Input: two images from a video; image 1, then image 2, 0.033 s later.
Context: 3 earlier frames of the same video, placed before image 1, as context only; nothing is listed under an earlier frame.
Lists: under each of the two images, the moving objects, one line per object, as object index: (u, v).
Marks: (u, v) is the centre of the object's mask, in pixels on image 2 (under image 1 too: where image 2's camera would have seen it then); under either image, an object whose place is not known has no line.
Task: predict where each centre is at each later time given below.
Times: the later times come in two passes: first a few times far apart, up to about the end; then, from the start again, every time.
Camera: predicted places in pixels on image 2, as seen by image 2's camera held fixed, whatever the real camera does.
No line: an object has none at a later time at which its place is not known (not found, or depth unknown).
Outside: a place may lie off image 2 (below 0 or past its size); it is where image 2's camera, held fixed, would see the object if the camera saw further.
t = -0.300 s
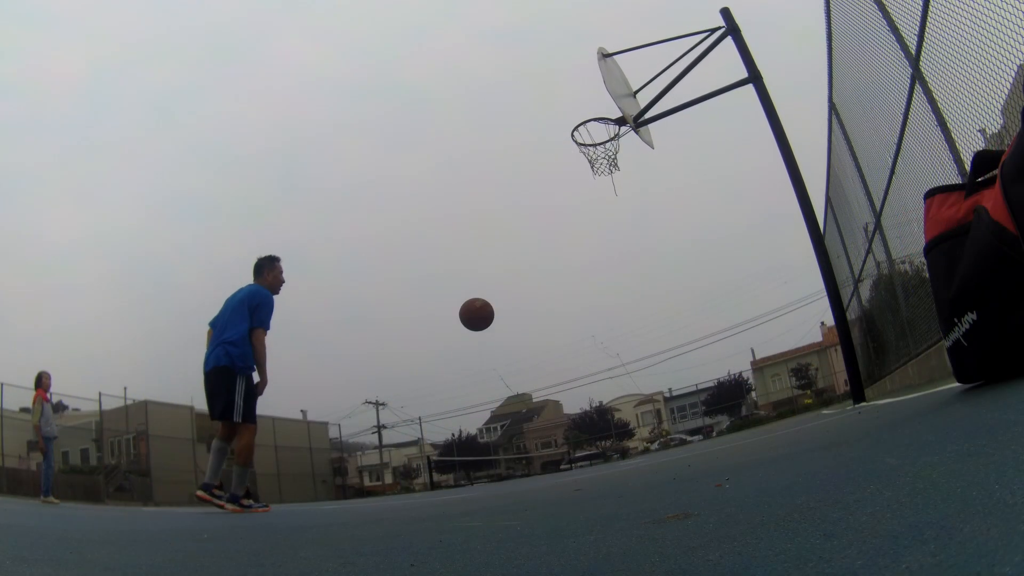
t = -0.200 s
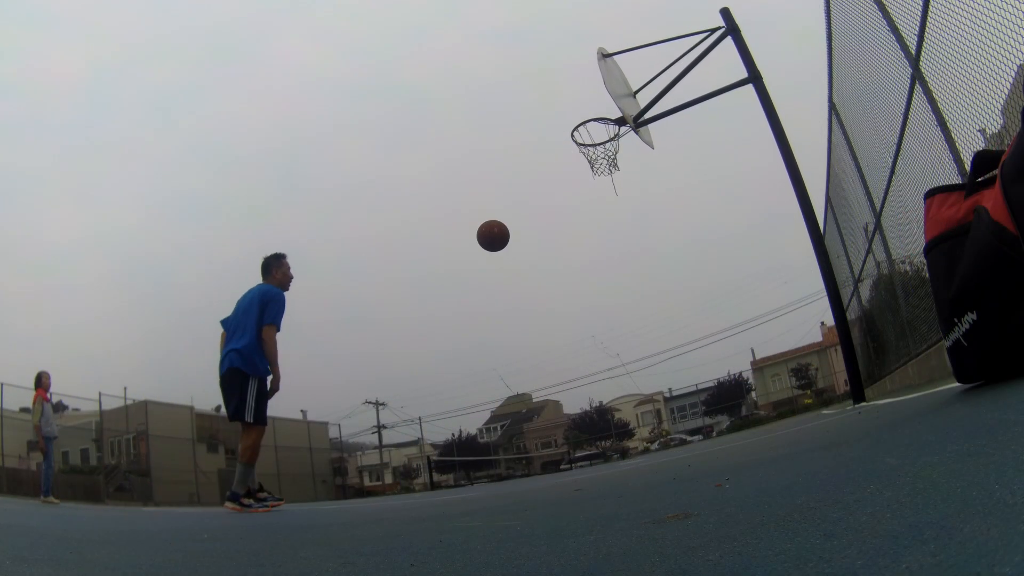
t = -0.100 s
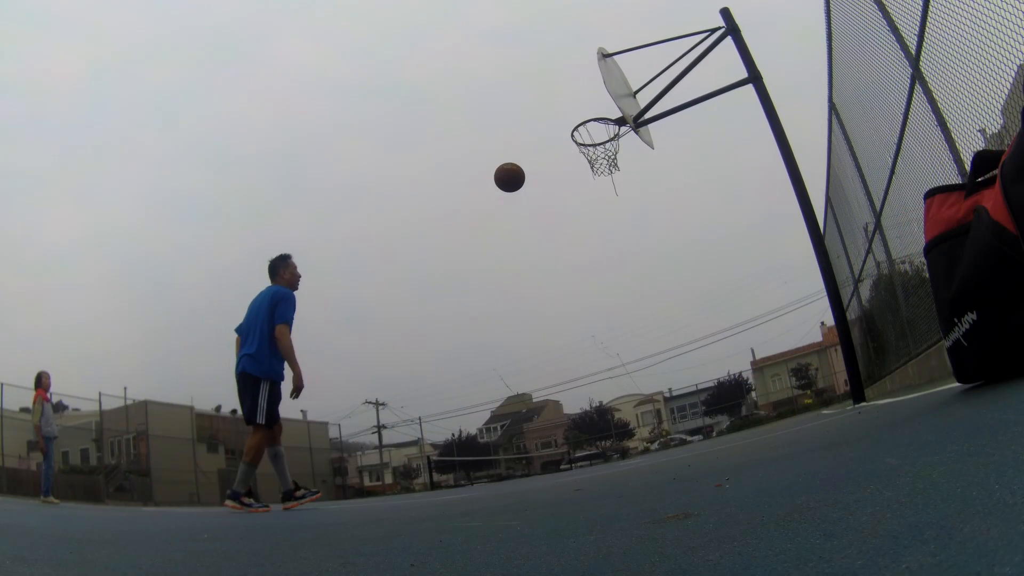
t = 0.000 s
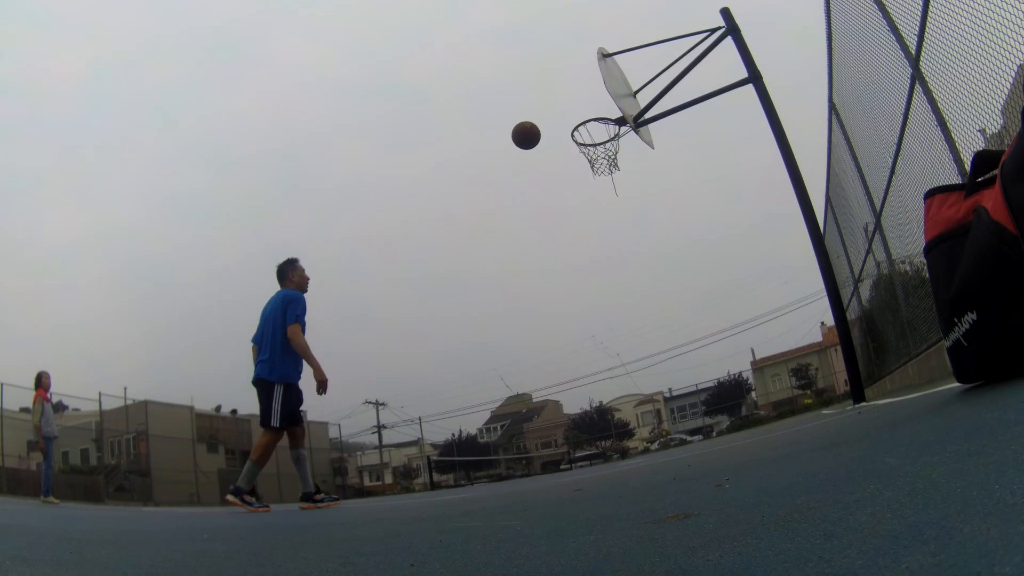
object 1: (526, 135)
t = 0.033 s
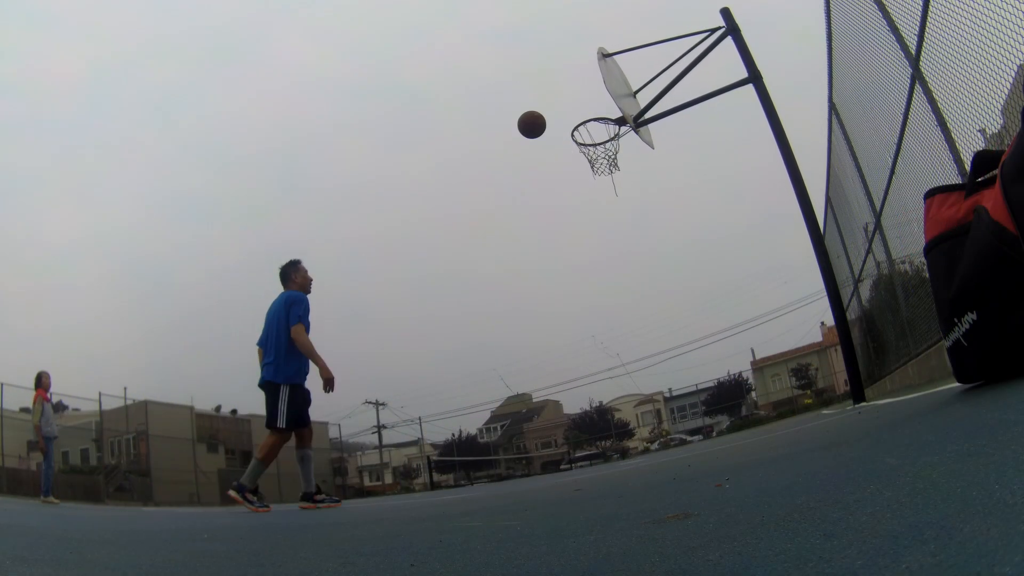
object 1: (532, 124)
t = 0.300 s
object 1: (579, 83)
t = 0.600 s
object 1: (590, 110)
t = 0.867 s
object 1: (594, 129)
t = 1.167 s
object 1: (605, 164)
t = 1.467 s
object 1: (630, 276)
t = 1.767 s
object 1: (657, 418)
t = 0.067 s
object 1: (537, 115)
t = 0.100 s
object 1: (543, 107)
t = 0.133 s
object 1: (549, 100)
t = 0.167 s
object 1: (555, 95)
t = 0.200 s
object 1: (561, 90)
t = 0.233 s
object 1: (567, 87)
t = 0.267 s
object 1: (573, 84)
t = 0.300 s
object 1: (579, 83)
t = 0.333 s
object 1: (585, 82)
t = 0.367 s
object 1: (592, 83)
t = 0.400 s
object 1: (596, 85)
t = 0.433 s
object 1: (596, 87)
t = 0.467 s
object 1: (595, 89)
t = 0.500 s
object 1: (594, 93)
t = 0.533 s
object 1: (592, 98)
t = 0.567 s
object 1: (591, 103)
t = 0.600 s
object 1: (590, 110)
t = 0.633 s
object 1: (590, 113)
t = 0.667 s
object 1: (591, 116)
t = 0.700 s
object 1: (592, 120)
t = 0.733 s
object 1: (593, 125)
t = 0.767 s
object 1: (594, 131)
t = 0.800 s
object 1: (595, 134)
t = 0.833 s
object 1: (594, 131)
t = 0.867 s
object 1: (594, 129)
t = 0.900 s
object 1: (594, 127)
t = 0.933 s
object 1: (594, 126)
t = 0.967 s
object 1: (594, 127)
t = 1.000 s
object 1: (596, 131)
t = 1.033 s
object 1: (597, 135)
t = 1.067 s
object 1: (599, 141)
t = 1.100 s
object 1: (601, 148)
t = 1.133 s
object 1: (603, 156)
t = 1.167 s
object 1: (605, 164)
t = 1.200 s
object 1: (607, 172)
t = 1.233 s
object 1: (609, 181)
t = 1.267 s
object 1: (611, 191)
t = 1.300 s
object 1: (614, 202)
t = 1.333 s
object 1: (617, 214)
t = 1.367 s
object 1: (620, 228)
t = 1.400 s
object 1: (623, 243)
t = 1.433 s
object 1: (627, 259)
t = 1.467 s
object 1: (630, 276)
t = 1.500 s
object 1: (634, 295)
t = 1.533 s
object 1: (639, 315)
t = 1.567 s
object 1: (643, 337)
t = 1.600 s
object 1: (648, 360)
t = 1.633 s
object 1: (652, 384)
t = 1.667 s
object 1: (657, 409)
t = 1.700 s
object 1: (661, 436)
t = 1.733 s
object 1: (661, 436)
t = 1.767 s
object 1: (657, 418)
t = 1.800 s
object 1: (653, 401)
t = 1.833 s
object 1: (649, 385)
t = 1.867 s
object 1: (645, 370)
